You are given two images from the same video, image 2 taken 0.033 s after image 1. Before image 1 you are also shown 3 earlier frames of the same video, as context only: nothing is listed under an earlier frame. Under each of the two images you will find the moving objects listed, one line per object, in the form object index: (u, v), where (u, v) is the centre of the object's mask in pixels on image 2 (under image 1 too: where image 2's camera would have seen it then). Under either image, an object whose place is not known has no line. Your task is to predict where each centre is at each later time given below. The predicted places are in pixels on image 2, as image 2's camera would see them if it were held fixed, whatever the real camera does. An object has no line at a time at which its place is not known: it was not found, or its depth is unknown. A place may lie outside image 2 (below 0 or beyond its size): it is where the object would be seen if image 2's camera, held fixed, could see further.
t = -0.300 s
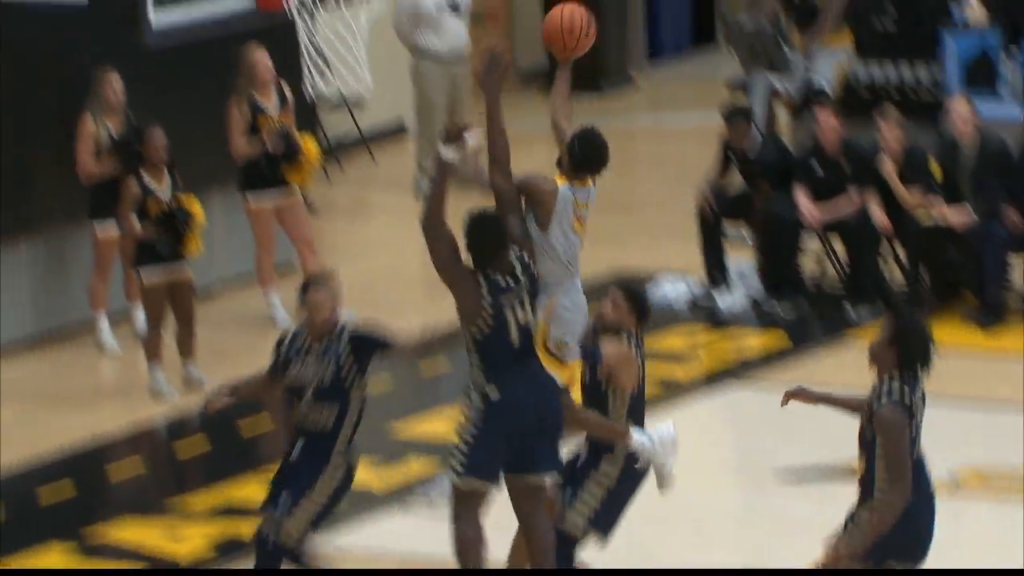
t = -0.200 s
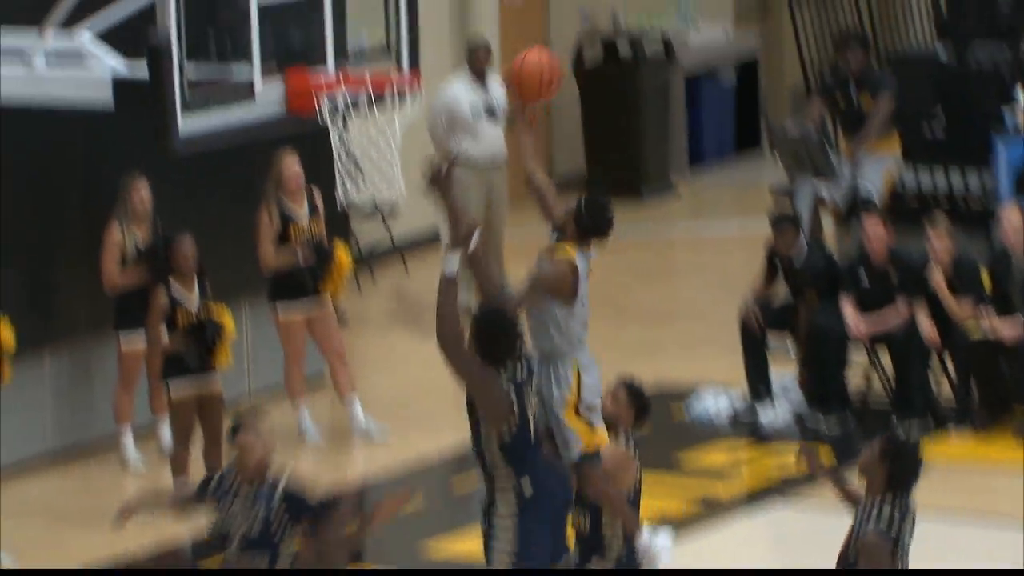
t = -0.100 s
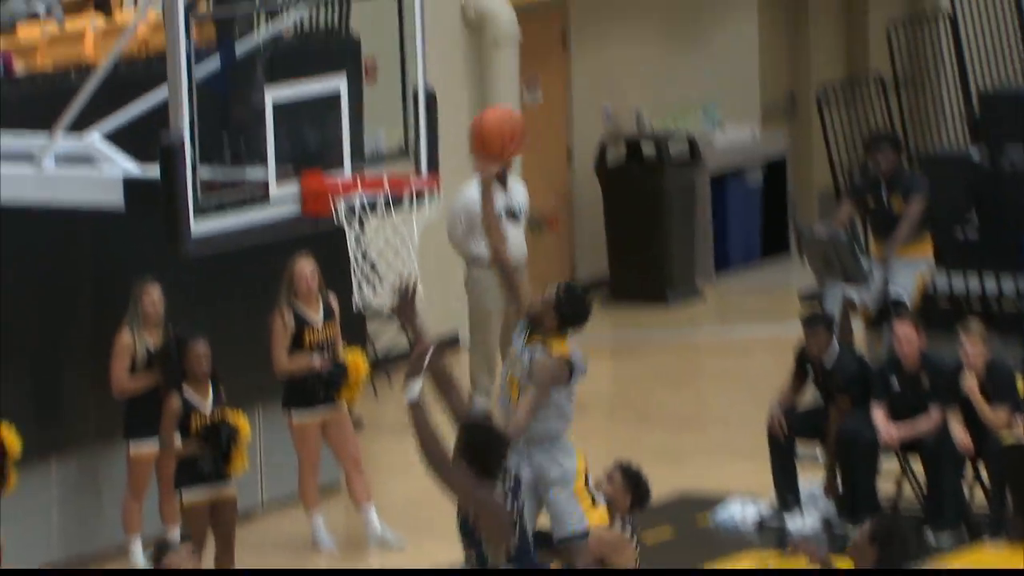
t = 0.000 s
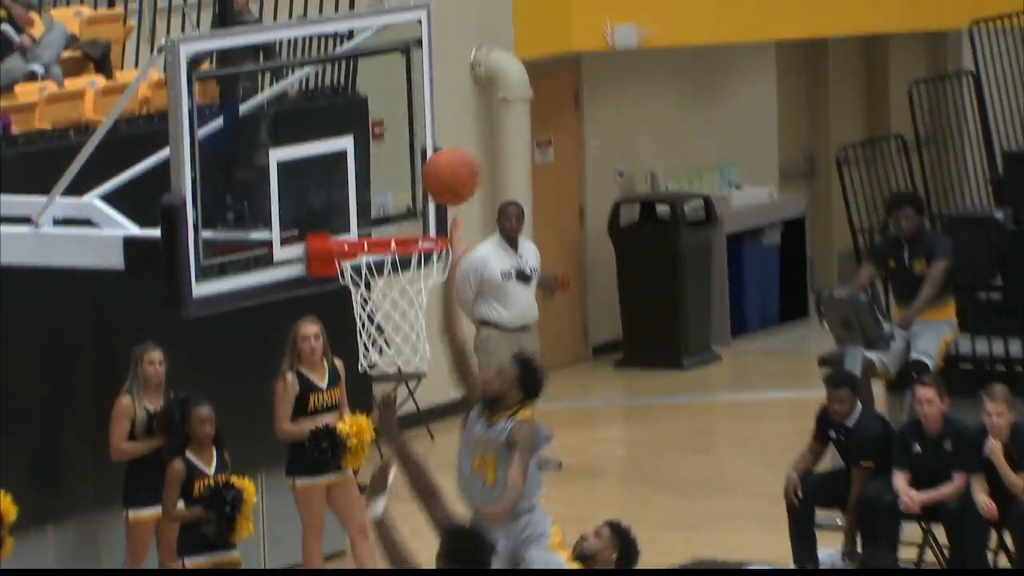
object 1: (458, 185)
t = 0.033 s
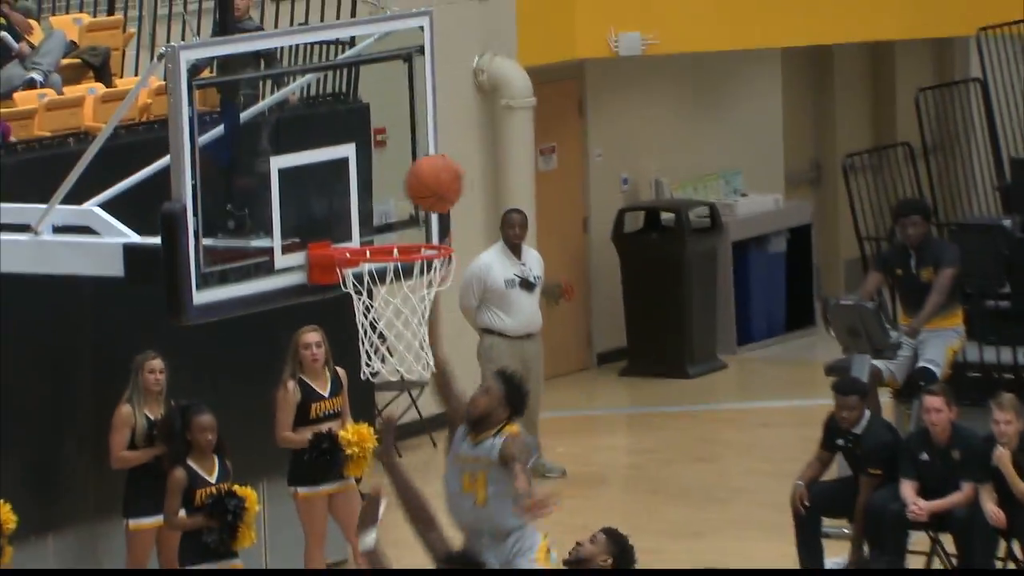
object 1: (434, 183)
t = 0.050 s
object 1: (423, 183)
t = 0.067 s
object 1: (413, 184)
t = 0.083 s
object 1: (403, 185)
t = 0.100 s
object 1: (392, 188)
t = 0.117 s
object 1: (383, 190)
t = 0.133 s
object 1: (373, 193)
